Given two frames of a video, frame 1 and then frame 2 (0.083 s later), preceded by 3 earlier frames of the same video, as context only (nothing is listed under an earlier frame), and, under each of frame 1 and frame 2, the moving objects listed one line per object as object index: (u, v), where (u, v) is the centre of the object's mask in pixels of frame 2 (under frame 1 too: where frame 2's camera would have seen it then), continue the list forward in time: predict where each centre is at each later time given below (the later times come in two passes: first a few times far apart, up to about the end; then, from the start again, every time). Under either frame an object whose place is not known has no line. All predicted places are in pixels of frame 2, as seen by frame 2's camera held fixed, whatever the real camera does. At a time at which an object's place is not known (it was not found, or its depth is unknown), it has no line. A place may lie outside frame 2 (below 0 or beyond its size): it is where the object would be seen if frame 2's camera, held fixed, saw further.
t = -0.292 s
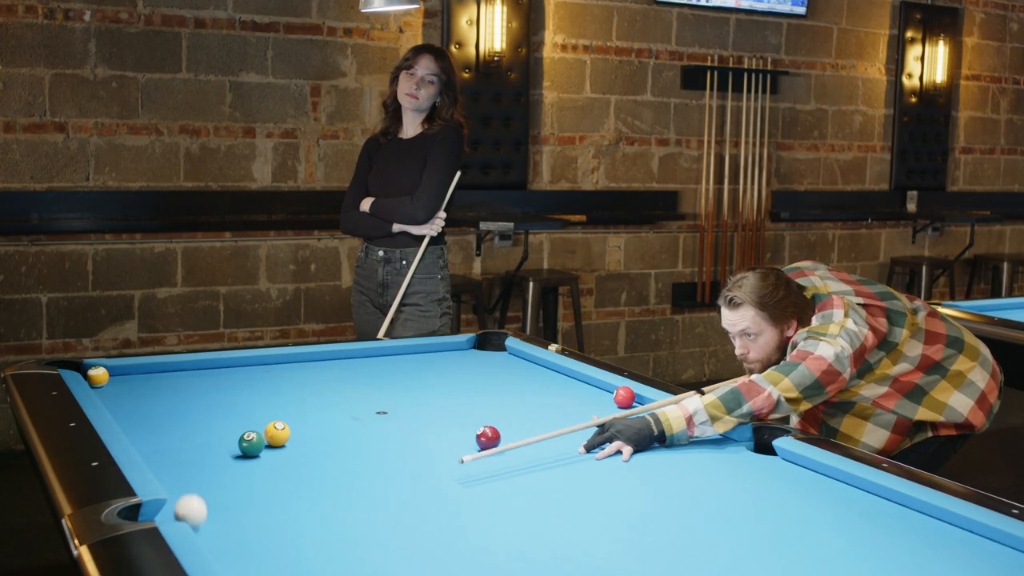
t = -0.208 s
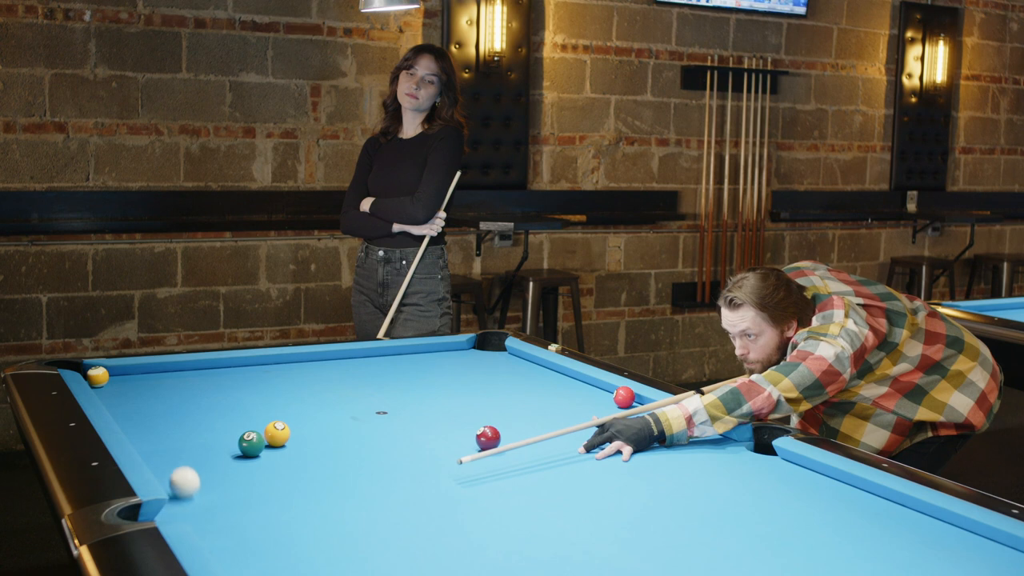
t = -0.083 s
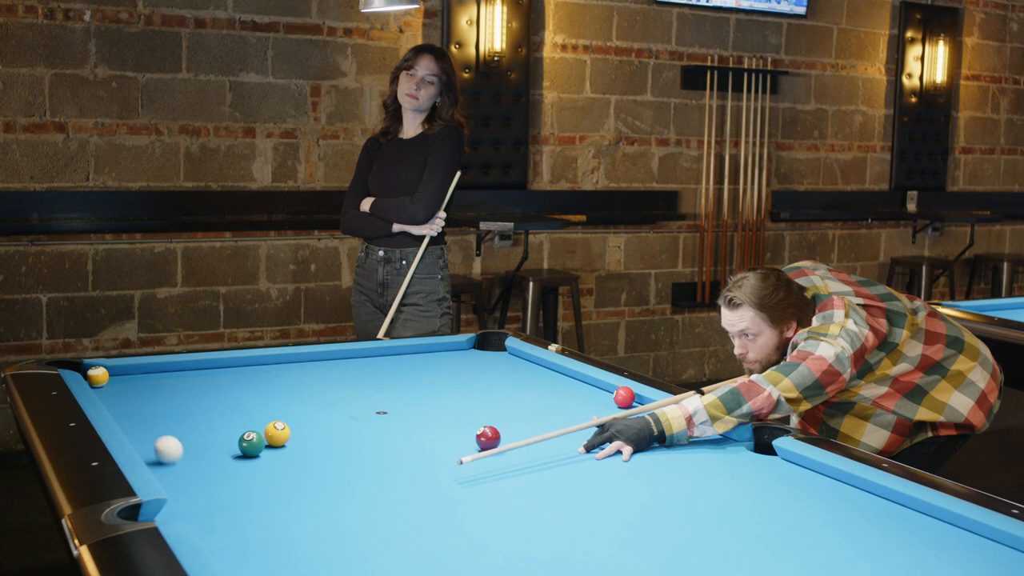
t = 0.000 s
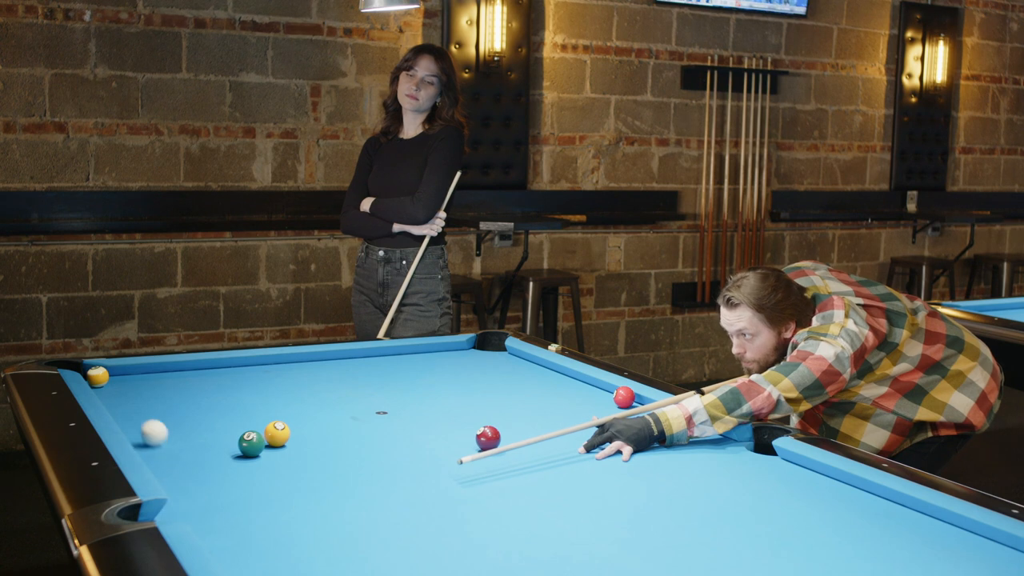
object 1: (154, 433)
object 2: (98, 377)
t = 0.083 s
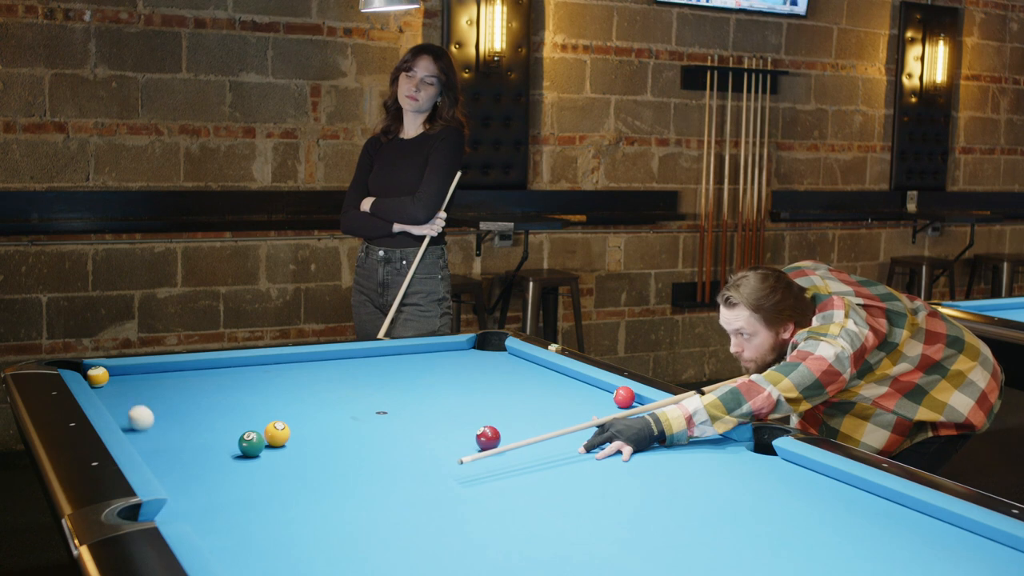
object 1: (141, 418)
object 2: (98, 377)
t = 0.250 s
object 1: (117, 392)
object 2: (97, 376)
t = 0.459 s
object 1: (121, 377)
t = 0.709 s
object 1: (143, 368)
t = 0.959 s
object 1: (181, 370)
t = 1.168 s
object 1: (211, 372)
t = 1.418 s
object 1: (246, 375)
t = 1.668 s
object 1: (279, 376)
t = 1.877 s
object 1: (305, 377)
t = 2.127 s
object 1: (335, 379)
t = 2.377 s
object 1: (363, 381)
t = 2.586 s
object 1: (385, 382)
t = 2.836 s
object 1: (410, 383)
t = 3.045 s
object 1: (429, 384)
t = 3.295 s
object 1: (450, 385)
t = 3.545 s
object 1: (469, 386)
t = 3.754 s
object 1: (483, 387)
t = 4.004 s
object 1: (498, 388)
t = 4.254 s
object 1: (511, 388)
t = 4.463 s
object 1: (520, 389)
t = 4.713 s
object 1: (529, 389)
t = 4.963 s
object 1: (535, 390)
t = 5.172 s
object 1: (539, 390)
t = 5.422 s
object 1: (541, 390)
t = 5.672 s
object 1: (541, 390)
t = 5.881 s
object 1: (542, 390)
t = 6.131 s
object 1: (542, 390)
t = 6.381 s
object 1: (542, 390)
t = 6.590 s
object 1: (542, 390)
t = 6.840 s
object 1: (541, 390)
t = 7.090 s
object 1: (542, 390)
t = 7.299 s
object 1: (541, 390)
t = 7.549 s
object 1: (541, 390)
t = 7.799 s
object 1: (542, 390)
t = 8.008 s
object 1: (542, 390)
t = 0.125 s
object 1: (134, 411)
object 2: (97, 376)
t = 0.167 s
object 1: (128, 404)
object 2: (97, 376)
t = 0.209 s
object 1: (123, 398)
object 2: (97, 376)
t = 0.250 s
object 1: (117, 392)
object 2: (97, 376)
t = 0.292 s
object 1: (113, 386)
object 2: (96, 376)
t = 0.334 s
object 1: (108, 381)
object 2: (94, 374)
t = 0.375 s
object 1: (112, 379)
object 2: (90, 372)
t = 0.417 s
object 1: (117, 378)
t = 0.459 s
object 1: (121, 377)
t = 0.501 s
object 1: (125, 375)
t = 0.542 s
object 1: (128, 373)
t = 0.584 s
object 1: (131, 372)
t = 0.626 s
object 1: (134, 370)
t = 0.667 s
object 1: (137, 368)
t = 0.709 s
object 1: (143, 368)
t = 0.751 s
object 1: (150, 369)
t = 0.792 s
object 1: (156, 369)
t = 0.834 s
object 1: (162, 369)
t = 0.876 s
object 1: (169, 370)
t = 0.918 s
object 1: (175, 370)
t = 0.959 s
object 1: (181, 370)
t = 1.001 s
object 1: (187, 371)
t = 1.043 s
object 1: (193, 371)
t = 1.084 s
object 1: (199, 371)
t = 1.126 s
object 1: (205, 372)
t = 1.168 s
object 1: (211, 372)
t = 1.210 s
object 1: (217, 372)
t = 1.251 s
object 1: (223, 373)
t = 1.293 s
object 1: (229, 373)
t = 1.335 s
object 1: (235, 374)
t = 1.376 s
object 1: (240, 374)
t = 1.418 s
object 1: (246, 375)
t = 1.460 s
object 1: (251, 375)
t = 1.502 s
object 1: (257, 375)
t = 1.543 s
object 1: (263, 375)
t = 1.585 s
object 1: (268, 376)
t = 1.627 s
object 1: (273, 376)
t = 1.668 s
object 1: (279, 376)
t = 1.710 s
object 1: (284, 376)
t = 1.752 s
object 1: (290, 377)
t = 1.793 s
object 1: (295, 377)
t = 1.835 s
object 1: (300, 377)
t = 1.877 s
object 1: (305, 377)
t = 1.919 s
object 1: (310, 378)
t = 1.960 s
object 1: (315, 378)
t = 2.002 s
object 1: (320, 378)
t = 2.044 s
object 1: (325, 378)
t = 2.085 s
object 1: (330, 379)
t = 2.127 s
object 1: (335, 379)
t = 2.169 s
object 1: (340, 379)
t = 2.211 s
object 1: (344, 380)
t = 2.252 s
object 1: (349, 380)
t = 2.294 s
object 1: (354, 380)
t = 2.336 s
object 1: (359, 381)
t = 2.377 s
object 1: (363, 381)
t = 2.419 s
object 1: (368, 381)
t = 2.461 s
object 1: (372, 381)
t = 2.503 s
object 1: (377, 381)
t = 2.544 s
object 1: (381, 381)
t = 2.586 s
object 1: (385, 382)
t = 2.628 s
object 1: (390, 382)
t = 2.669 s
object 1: (394, 382)
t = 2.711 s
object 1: (398, 383)
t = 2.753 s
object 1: (402, 383)
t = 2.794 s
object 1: (406, 383)
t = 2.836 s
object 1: (410, 383)
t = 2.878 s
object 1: (414, 383)
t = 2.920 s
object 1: (418, 384)
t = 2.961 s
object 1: (422, 384)
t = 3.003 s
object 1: (425, 384)
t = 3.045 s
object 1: (429, 384)
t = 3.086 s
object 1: (433, 384)
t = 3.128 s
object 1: (436, 385)
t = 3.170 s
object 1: (440, 384)
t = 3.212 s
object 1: (443, 385)
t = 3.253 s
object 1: (447, 385)
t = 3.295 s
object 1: (450, 385)
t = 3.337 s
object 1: (454, 385)
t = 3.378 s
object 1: (457, 386)
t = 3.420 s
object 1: (460, 386)
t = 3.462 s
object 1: (463, 386)
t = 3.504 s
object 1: (466, 386)
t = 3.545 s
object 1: (469, 386)
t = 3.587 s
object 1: (472, 386)
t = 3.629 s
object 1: (475, 386)
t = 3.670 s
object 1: (478, 387)
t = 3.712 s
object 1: (481, 387)
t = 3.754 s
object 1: (483, 387)
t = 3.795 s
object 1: (486, 387)
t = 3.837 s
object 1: (489, 387)
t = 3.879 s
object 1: (491, 387)
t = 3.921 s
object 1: (494, 387)
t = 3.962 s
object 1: (496, 387)
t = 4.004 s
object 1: (498, 388)
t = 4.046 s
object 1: (501, 388)
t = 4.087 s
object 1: (503, 388)
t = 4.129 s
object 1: (505, 388)
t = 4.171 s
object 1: (507, 388)
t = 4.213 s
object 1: (510, 388)
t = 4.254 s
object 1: (511, 388)
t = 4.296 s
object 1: (513, 388)
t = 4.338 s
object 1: (515, 389)
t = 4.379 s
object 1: (517, 389)
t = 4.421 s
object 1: (519, 389)
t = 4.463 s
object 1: (520, 389)
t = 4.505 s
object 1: (522, 389)
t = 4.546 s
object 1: (523, 389)
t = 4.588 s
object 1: (525, 389)
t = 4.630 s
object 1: (526, 389)
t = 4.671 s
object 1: (528, 389)
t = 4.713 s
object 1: (529, 389)
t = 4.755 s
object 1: (530, 390)
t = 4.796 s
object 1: (531, 389)
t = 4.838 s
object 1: (532, 390)
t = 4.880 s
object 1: (534, 390)
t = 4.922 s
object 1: (534, 390)
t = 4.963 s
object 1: (535, 390)
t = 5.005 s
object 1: (536, 390)
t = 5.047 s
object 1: (537, 390)
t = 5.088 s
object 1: (538, 390)
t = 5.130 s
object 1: (538, 390)
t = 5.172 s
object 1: (539, 390)
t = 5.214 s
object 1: (539, 390)
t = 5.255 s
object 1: (540, 390)
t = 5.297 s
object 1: (540, 390)
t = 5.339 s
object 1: (541, 390)
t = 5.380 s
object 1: (541, 390)
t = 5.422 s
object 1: (541, 390)
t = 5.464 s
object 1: (541, 390)
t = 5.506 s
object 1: (541, 390)
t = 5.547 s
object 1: (541, 390)
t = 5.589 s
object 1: (541, 390)
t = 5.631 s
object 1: (541, 390)
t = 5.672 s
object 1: (541, 390)
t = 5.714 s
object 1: (542, 390)
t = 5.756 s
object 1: (542, 390)
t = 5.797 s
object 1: (541, 390)
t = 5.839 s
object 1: (542, 390)
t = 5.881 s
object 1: (542, 390)
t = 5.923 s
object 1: (541, 390)
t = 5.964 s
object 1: (541, 390)
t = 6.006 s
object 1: (542, 390)
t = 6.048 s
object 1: (542, 390)
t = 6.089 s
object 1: (541, 390)
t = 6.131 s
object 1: (542, 390)
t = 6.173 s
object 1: (541, 390)
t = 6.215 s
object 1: (542, 390)
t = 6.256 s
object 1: (541, 390)
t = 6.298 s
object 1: (542, 390)
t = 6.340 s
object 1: (542, 390)
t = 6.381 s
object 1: (542, 390)
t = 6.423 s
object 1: (542, 390)
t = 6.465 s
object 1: (541, 390)
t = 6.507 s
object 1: (541, 390)
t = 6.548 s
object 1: (541, 390)
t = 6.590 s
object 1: (542, 390)
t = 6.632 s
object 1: (541, 390)
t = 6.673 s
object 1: (542, 390)
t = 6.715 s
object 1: (541, 390)
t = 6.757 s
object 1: (541, 390)
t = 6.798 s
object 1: (542, 390)
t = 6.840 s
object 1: (541, 390)
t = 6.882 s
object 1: (542, 390)
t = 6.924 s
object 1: (542, 390)
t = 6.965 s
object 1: (542, 390)
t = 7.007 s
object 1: (542, 390)
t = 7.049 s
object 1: (542, 390)
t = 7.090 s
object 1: (542, 390)
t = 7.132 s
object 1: (542, 390)
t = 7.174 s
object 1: (541, 390)
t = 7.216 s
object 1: (542, 390)
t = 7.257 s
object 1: (541, 390)
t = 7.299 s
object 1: (541, 390)
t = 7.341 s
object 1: (541, 390)
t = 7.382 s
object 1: (541, 390)
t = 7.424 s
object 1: (541, 390)
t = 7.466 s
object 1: (541, 390)
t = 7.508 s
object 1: (541, 390)
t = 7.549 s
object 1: (541, 390)
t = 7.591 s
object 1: (541, 390)
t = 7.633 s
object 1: (541, 390)
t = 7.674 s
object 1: (541, 390)
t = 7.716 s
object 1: (541, 390)
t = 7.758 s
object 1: (541, 390)
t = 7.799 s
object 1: (542, 390)
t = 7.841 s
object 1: (541, 390)
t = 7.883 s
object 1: (541, 390)
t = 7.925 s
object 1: (542, 390)
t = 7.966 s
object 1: (542, 390)
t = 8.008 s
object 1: (542, 390)
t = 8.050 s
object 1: (541, 390)
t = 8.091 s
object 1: (542, 390)
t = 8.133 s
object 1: (542, 390)
